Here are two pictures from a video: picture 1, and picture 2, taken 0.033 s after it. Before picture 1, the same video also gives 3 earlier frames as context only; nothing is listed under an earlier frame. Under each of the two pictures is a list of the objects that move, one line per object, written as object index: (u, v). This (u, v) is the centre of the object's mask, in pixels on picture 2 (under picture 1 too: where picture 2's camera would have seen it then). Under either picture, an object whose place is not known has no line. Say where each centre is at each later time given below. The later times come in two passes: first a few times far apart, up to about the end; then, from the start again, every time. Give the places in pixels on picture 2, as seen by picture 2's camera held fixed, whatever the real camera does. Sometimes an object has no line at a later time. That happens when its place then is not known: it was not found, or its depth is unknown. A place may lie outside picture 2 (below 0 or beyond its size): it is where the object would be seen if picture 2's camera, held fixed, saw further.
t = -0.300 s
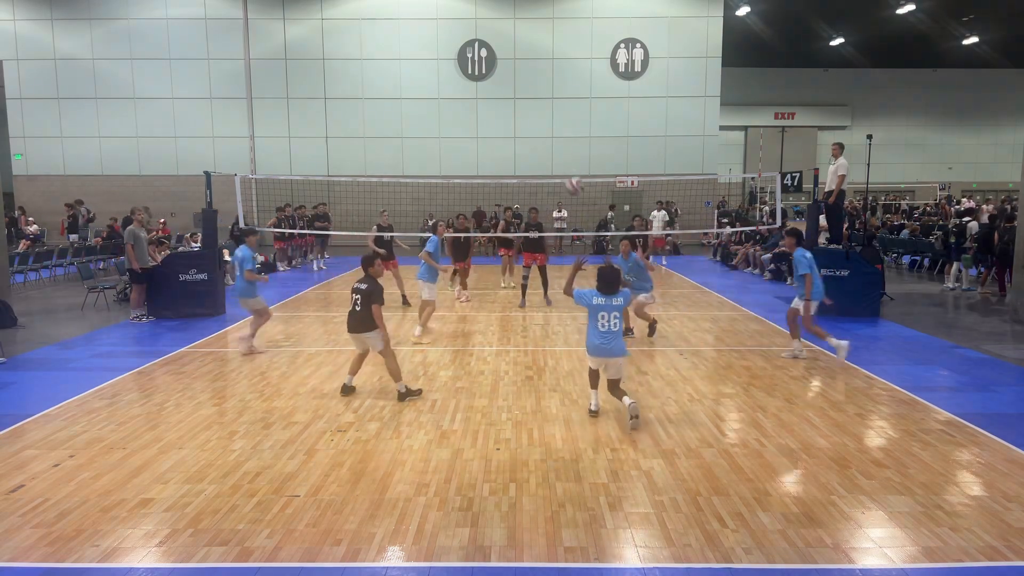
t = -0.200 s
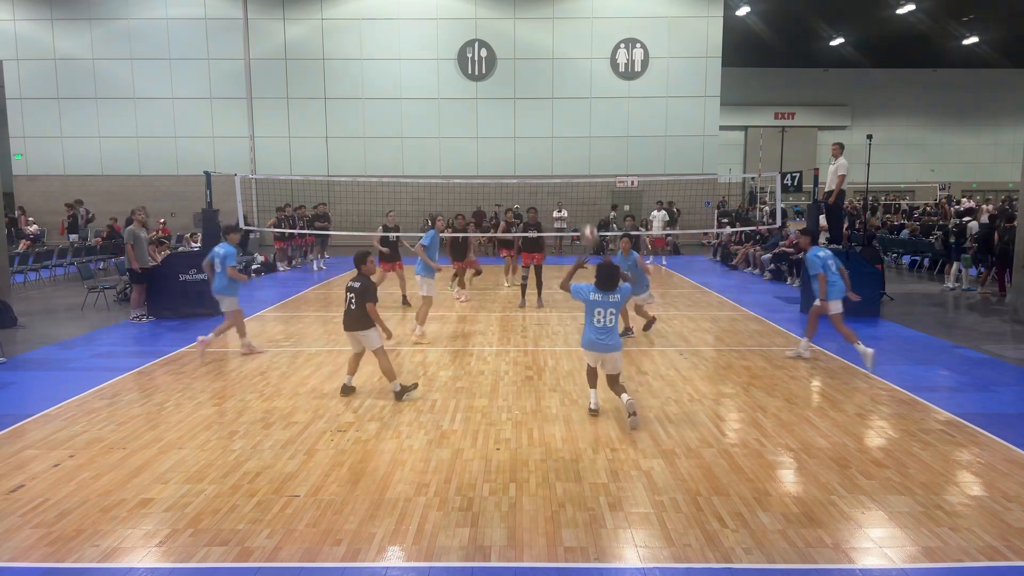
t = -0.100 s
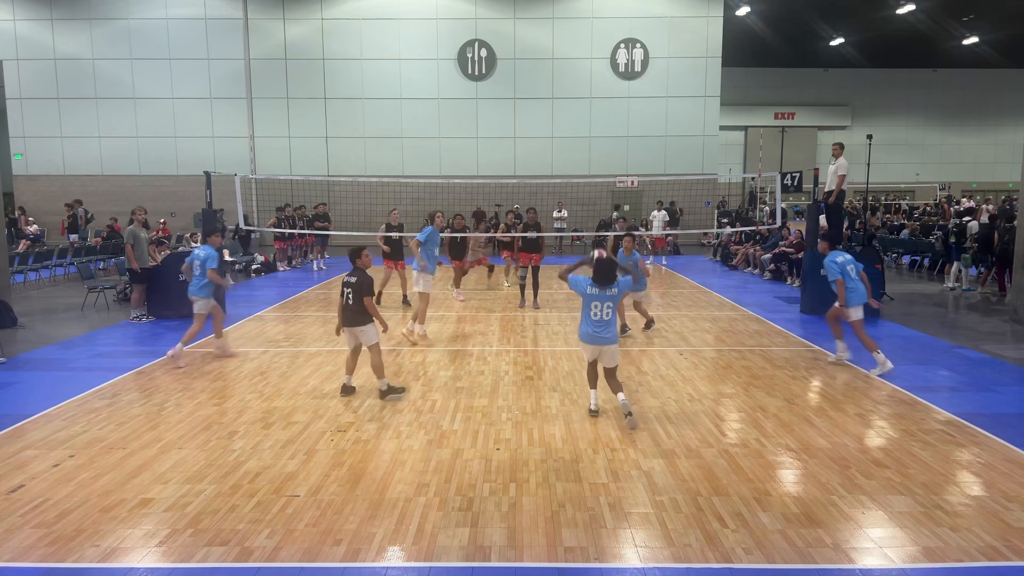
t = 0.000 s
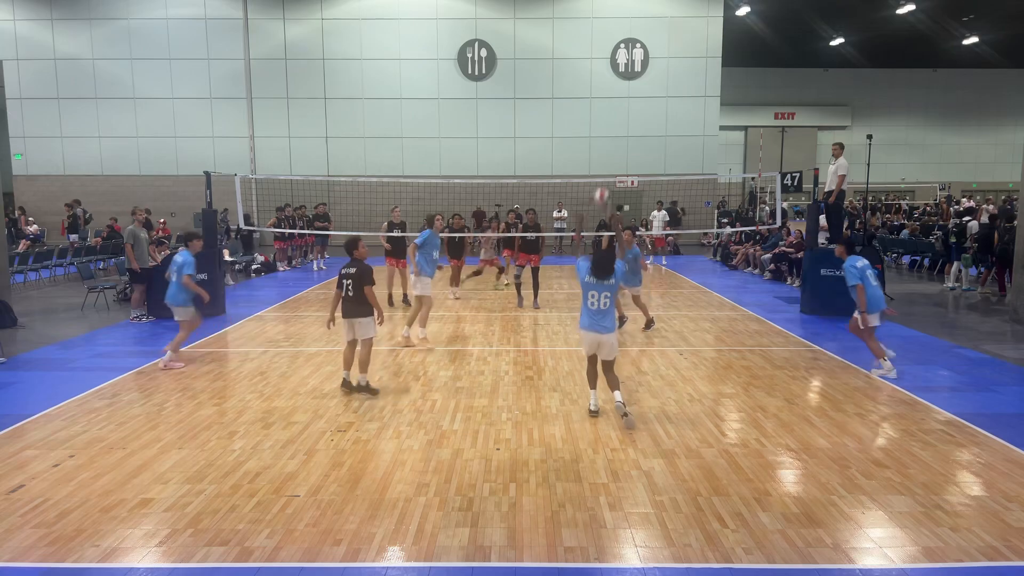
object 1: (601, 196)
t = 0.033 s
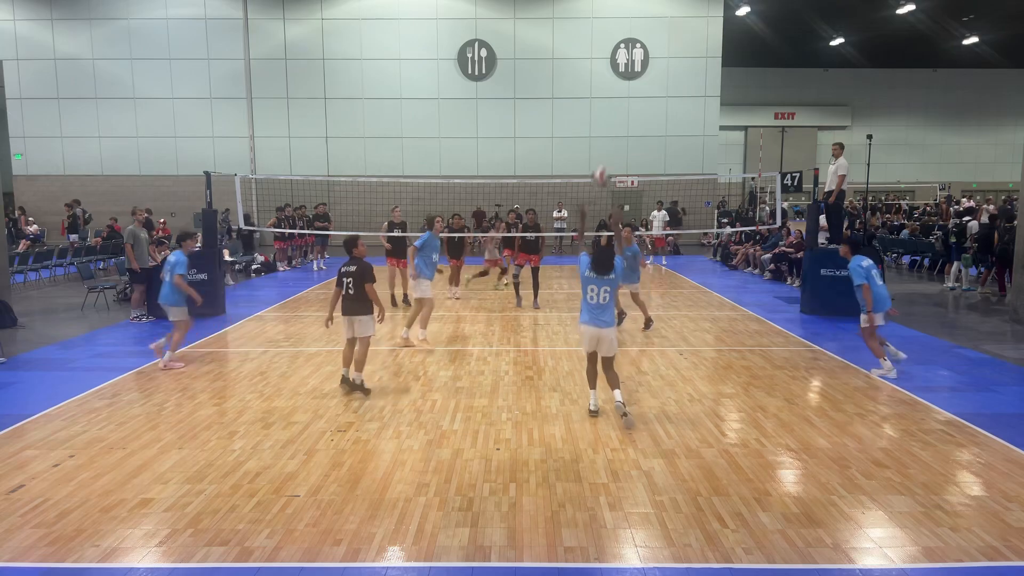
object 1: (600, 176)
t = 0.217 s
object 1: (604, 85)
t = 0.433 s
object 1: (604, 31)
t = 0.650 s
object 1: (602, 22)
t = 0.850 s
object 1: (601, 46)
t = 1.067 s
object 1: (599, 100)
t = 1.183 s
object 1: (599, 138)
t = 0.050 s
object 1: (602, 167)
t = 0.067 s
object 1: (602, 157)
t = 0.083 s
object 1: (602, 148)
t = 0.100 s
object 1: (603, 138)
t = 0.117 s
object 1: (603, 130)
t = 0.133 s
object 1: (603, 121)
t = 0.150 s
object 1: (603, 114)
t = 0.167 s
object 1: (603, 106)
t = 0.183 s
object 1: (604, 99)
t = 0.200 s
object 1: (604, 92)
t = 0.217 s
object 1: (604, 85)
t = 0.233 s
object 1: (604, 79)
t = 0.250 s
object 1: (604, 74)
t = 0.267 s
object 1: (603, 68)
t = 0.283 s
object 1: (604, 63)
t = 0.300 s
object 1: (603, 59)
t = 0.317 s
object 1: (604, 54)
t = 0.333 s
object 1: (604, 49)
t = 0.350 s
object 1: (604, 46)
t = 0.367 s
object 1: (604, 42)
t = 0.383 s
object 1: (603, 39)
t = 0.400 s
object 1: (603, 36)
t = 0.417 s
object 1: (603, 33)
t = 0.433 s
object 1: (604, 31)
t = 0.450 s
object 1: (603, 29)
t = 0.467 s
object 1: (603, 27)
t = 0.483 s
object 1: (603, 25)
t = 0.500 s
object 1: (603, 24)
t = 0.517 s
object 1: (603, 23)
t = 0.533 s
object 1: (603, 22)
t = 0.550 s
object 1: (603, 21)
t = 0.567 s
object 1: (603, 21)
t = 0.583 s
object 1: (602, 20)
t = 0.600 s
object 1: (602, 21)
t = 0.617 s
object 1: (602, 21)
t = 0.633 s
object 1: (602, 21)
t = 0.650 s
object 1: (602, 22)
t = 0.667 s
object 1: (602, 23)
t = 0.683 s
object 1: (602, 24)
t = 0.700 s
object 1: (602, 26)
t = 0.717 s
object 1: (602, 27)
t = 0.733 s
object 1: (602, 29)
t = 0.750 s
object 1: (602, 31)
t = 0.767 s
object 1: (602, 33)
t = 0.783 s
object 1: (602, 35)
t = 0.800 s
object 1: (601, 38)
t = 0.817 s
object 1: (601, 41)
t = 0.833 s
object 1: (601, 43)
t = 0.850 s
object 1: (601, 46)
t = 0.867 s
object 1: (601, 49)
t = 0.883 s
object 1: (601, 53)
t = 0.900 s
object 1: (601, 57)
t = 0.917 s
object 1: (600, 60)
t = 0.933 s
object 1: (600, 64)
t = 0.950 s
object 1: (600, 68)
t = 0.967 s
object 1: (600, 72)
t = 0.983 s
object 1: (600, 77)
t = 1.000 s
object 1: (600, 81)
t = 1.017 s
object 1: (600, 85)
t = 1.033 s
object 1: (600, 90)
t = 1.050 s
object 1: (600, 95)
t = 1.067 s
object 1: (599, 100)
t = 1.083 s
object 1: (599, 105)
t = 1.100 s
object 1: (599, 110)
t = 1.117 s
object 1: (599, 116)
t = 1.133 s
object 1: (599, 121)
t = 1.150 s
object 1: (599, 127)
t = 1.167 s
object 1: (599, 132)
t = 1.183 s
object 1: (599, 138)
